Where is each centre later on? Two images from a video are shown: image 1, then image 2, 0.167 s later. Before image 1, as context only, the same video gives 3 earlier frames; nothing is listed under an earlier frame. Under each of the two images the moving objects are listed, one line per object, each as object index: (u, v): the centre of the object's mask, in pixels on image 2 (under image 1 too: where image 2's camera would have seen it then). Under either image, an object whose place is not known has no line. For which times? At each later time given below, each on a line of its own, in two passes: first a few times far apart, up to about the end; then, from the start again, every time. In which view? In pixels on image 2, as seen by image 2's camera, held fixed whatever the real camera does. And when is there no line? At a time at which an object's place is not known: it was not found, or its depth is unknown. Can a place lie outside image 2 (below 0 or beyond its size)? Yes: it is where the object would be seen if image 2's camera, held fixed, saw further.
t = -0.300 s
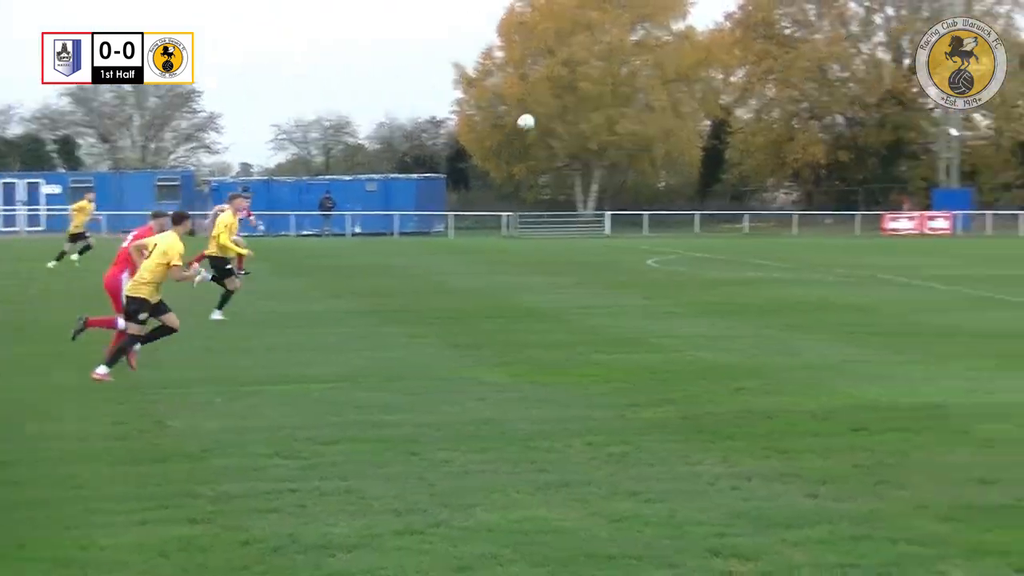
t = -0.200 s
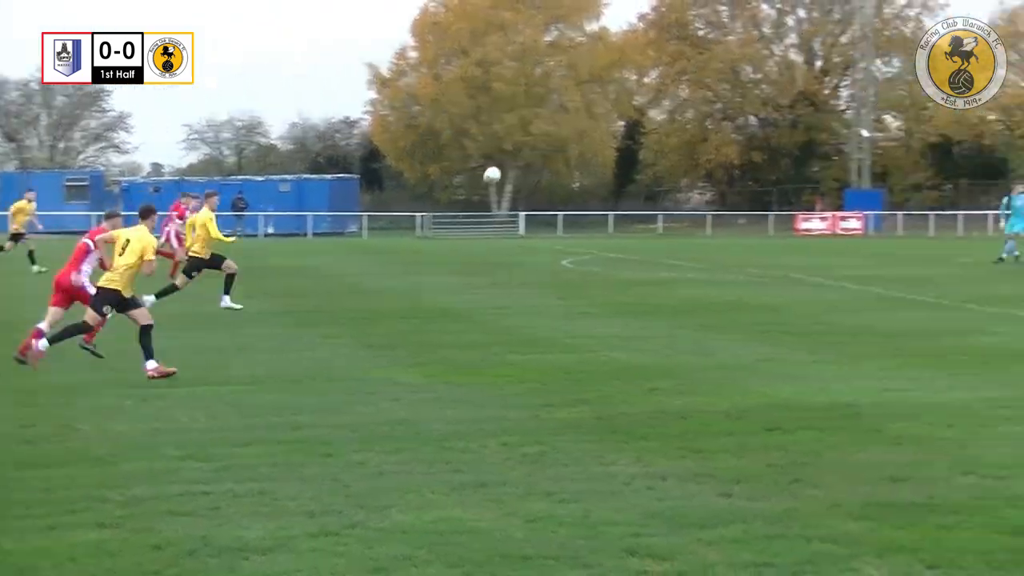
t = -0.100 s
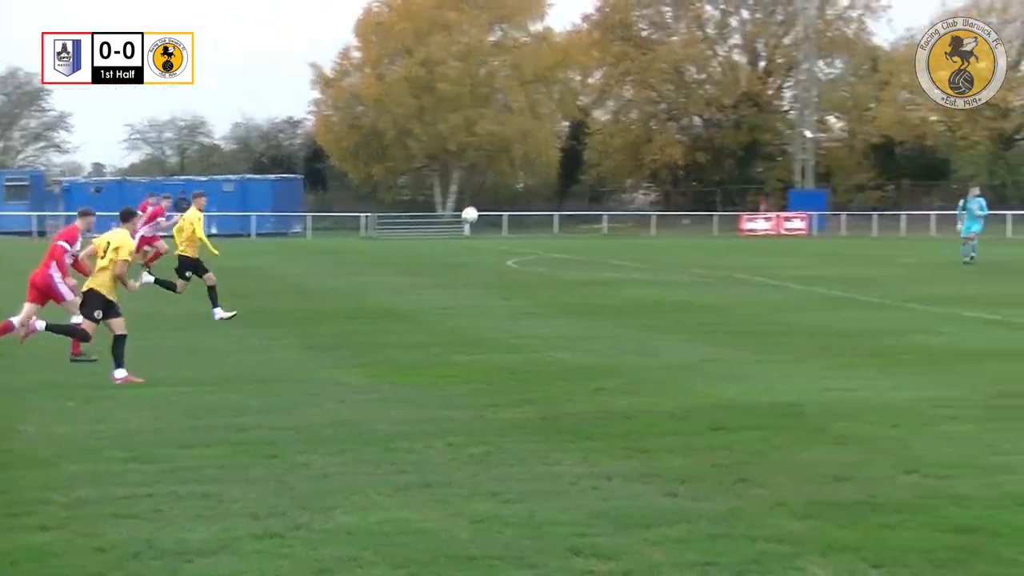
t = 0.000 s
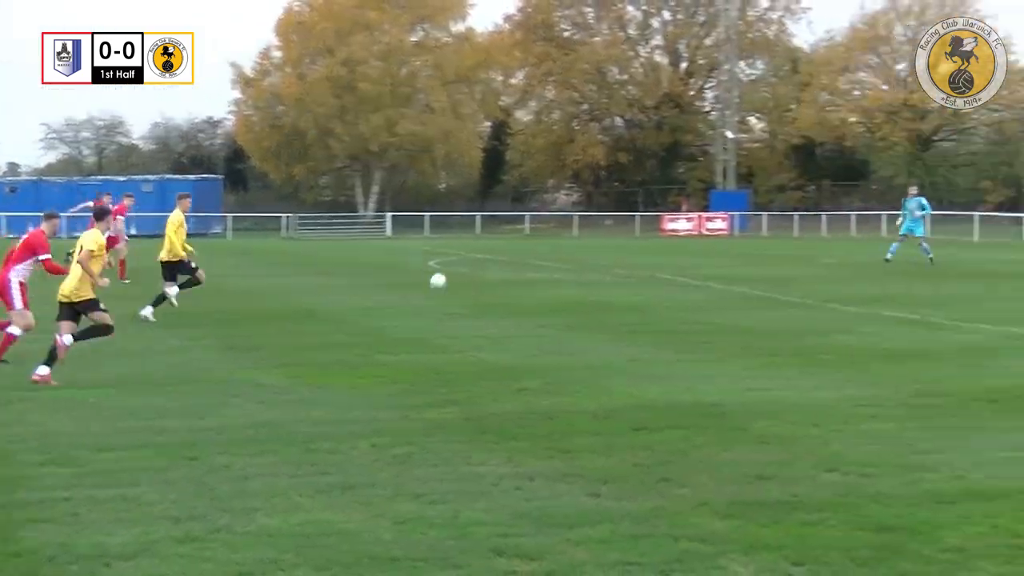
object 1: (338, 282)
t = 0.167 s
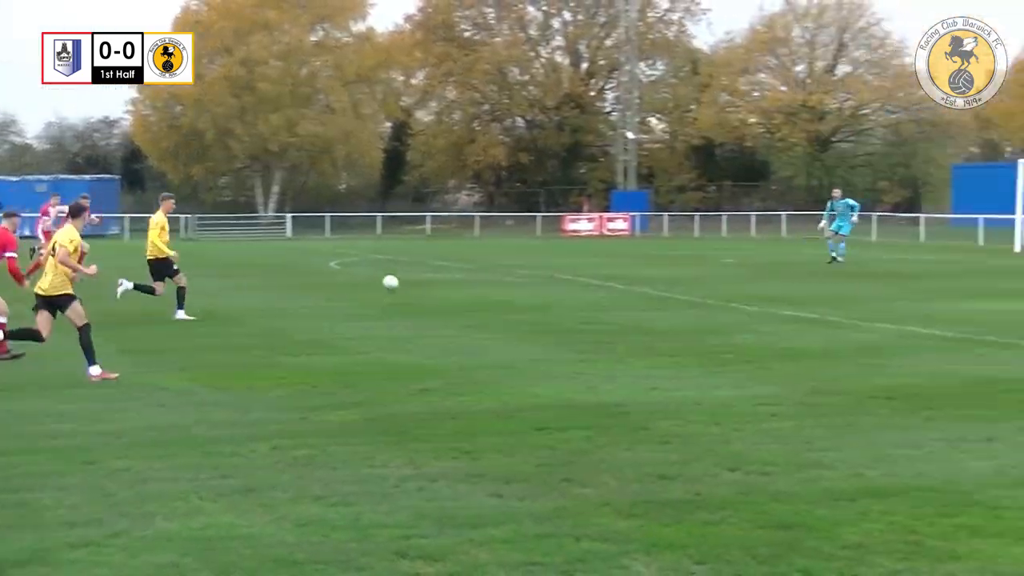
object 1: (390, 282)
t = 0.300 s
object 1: (426, 253)
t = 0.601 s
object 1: (511, 228)
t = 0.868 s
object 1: (572, 257)
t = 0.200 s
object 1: (402, 271)
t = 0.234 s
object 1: (414, 262)
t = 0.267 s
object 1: (420, 257)
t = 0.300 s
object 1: (426, 253)
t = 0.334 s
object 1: (437, 246)
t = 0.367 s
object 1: (448, 240)
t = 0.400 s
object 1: (459, 235)
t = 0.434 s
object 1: (470, 232)
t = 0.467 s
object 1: (475, 230)
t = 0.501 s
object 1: (480, 229)
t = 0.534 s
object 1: (491, 228)
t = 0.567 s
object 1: (501, 228)
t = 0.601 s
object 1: (511, 228)
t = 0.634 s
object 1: (521, 229)
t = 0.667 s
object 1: (526, 231)
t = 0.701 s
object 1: (531, 233)
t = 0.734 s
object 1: (540, 237)
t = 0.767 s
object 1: (549, 242)
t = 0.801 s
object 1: (558, 247)
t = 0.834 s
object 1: (567, 254)
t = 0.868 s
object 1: (572, 257)
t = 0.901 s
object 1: (576, 261)
